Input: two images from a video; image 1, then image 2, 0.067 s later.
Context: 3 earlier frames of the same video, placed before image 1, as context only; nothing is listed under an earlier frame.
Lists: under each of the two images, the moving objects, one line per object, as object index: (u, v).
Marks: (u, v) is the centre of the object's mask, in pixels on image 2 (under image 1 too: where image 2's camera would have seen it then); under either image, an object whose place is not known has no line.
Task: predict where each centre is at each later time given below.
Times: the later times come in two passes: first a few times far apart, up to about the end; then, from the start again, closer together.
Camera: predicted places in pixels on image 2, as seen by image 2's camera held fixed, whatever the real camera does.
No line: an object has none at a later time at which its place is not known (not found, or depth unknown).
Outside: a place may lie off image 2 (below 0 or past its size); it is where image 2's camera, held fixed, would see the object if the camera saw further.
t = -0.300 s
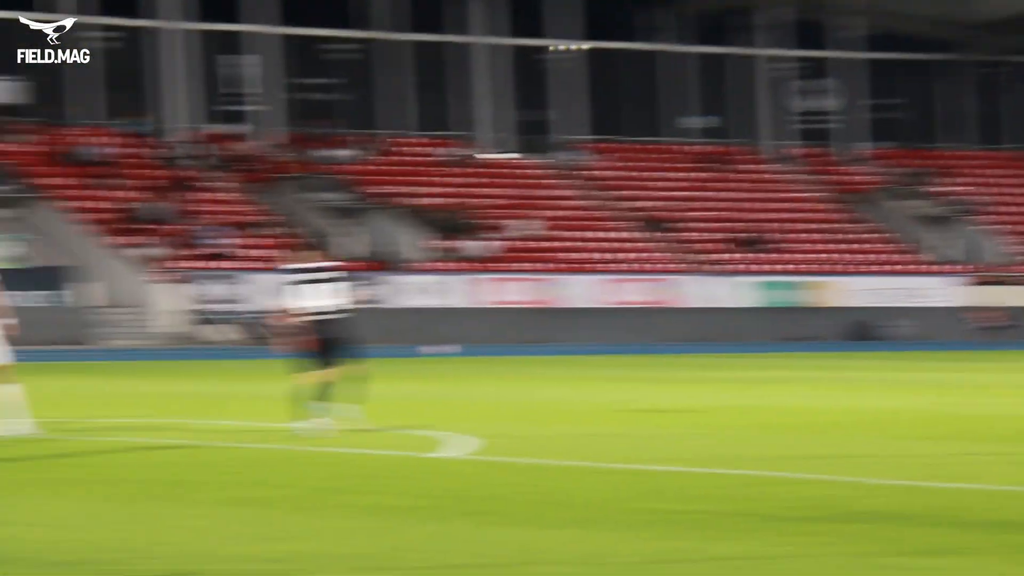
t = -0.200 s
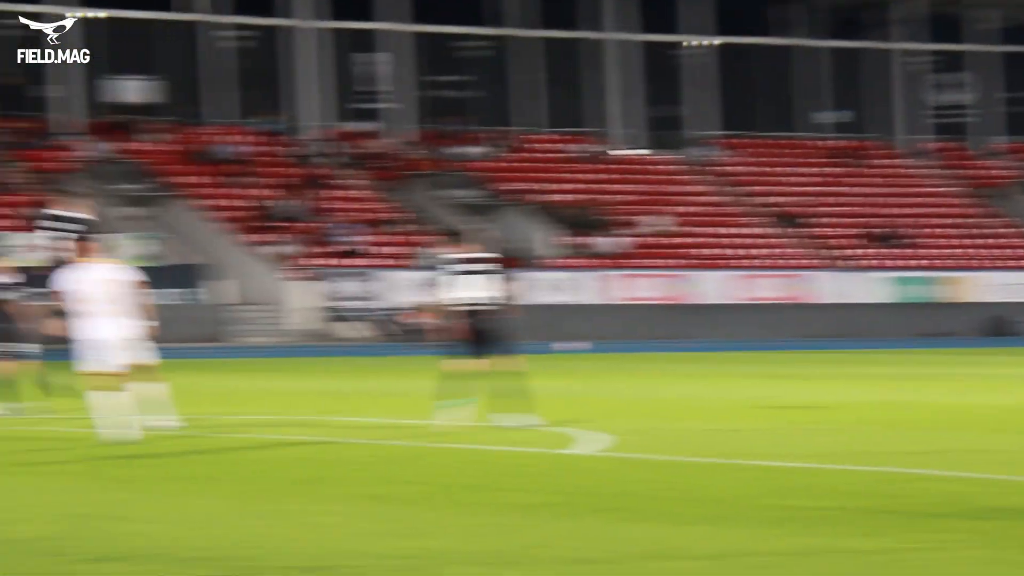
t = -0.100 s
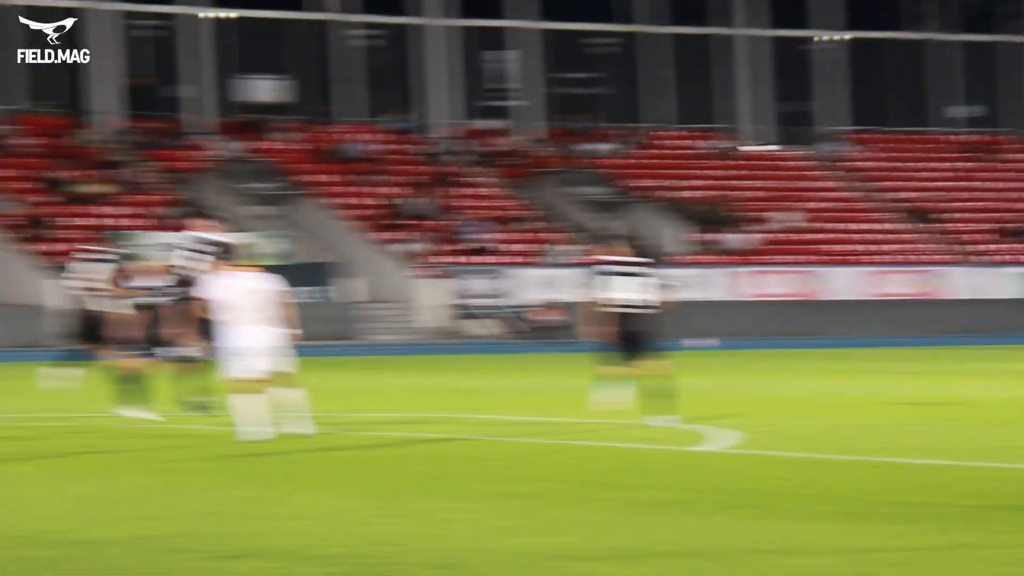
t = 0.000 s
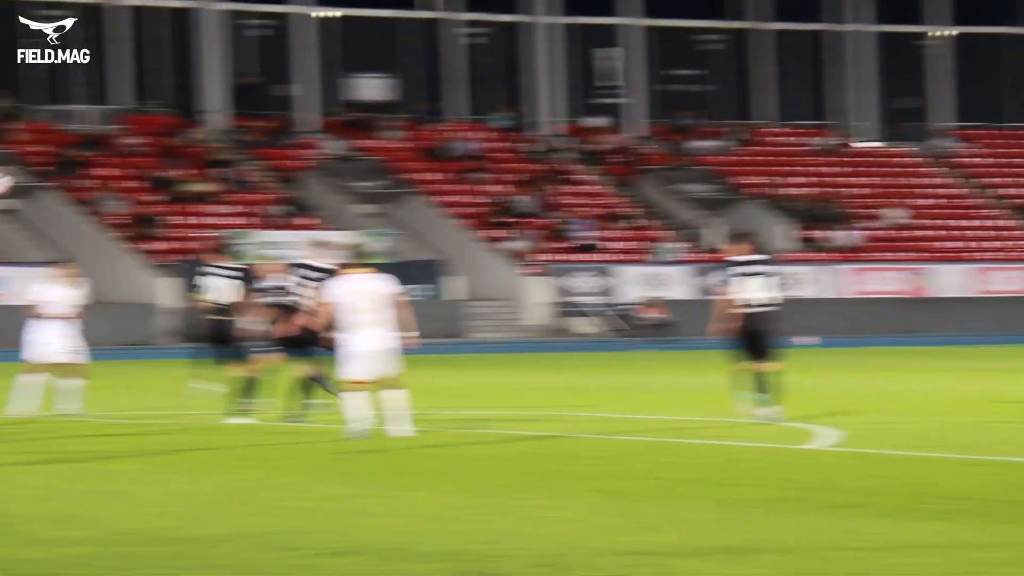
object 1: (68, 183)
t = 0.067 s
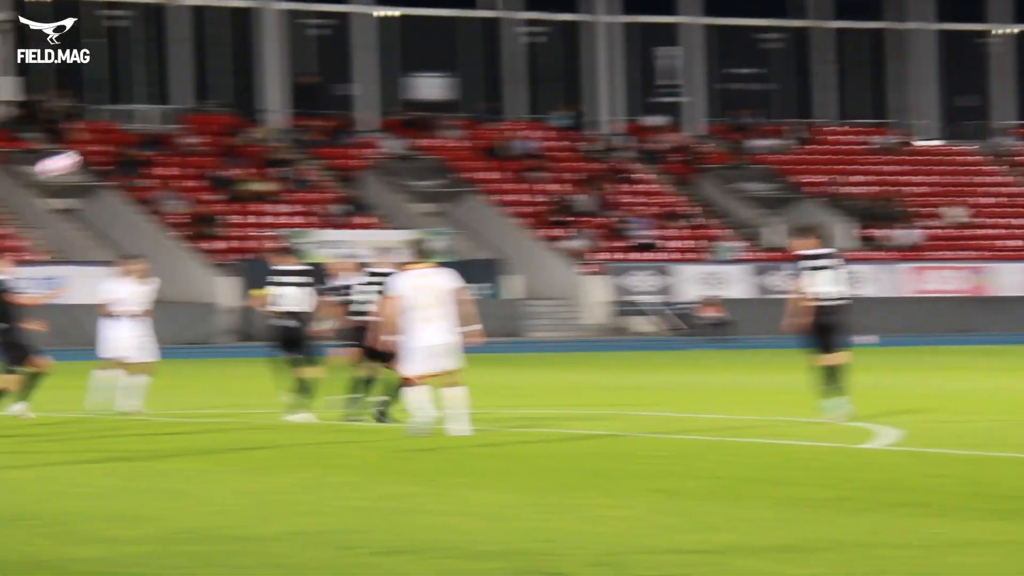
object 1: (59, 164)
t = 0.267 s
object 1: (85, 120)
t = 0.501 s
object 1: (119, 116)
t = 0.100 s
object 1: (64, 154)
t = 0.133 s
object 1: (68, 145)
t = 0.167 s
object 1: (73, 136)
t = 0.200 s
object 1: (77, 131)
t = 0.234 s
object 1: (82, 124)
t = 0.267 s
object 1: (85, 120)
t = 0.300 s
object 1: (90, 116)
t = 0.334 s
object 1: (96, 113)
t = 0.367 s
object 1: (101, 112)
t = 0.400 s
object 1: (105, 111)
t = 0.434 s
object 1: (110, 112)
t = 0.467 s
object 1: (114, 114)
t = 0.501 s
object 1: (119, 116)
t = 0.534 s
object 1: (124, 122)
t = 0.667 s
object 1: (143, 149)
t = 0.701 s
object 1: (148, 158)
